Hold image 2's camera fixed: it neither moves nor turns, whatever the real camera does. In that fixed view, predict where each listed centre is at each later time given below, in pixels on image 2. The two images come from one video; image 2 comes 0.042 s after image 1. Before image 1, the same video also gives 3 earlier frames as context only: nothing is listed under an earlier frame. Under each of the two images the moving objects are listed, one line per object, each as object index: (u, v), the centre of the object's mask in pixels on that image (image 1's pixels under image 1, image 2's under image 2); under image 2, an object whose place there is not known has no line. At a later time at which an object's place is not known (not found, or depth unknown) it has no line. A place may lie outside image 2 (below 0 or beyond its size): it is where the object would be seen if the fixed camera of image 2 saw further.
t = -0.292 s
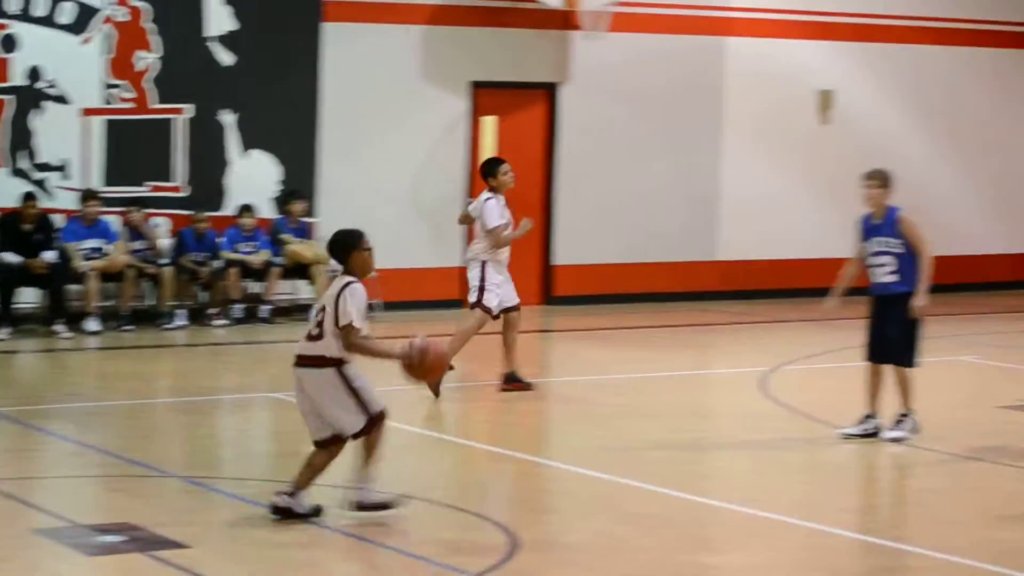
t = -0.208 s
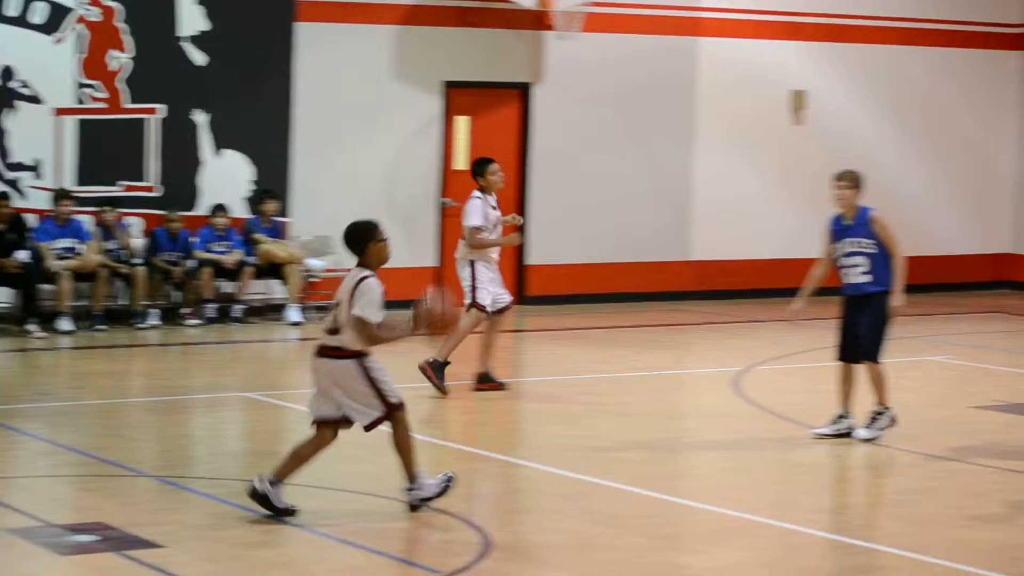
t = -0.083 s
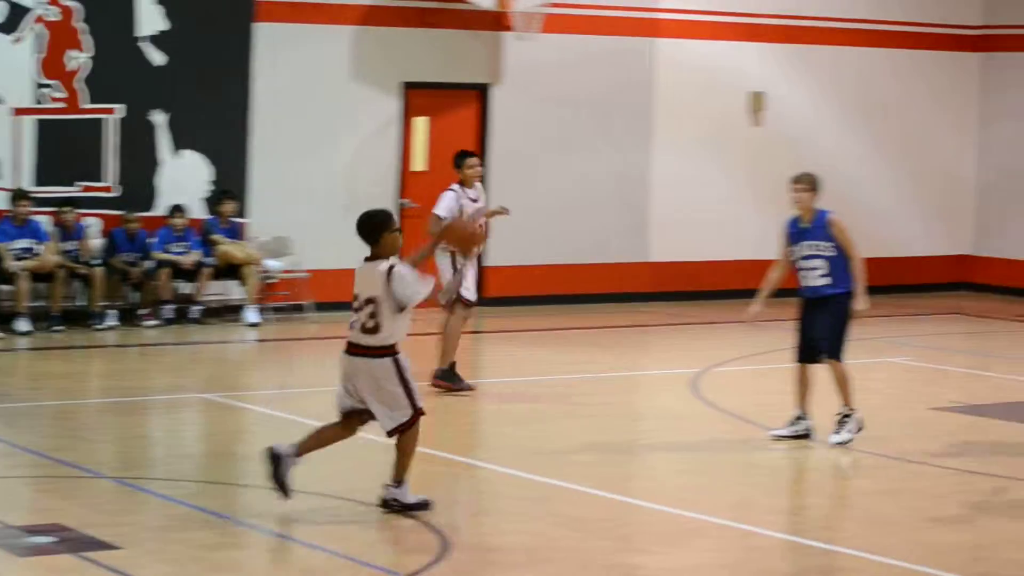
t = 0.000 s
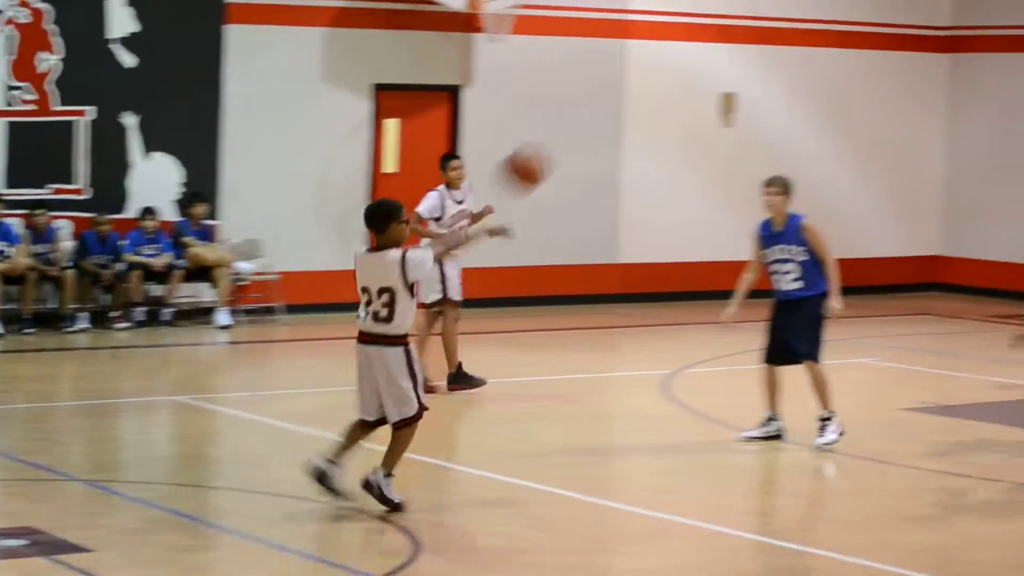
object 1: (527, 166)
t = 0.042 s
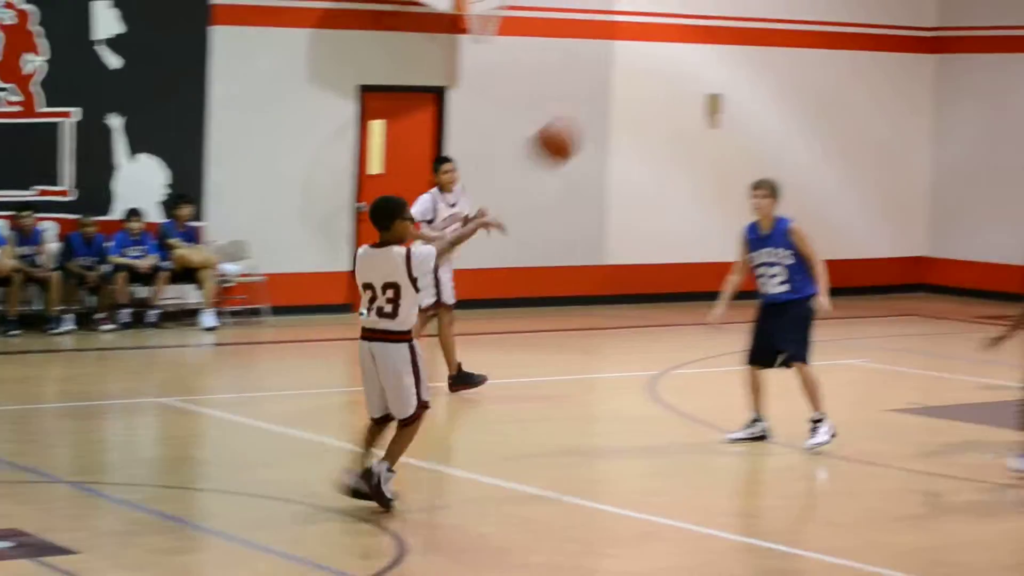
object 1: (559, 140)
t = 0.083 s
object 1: (601, 117)
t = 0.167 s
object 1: (683, 80)
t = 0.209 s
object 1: (723, 66)
